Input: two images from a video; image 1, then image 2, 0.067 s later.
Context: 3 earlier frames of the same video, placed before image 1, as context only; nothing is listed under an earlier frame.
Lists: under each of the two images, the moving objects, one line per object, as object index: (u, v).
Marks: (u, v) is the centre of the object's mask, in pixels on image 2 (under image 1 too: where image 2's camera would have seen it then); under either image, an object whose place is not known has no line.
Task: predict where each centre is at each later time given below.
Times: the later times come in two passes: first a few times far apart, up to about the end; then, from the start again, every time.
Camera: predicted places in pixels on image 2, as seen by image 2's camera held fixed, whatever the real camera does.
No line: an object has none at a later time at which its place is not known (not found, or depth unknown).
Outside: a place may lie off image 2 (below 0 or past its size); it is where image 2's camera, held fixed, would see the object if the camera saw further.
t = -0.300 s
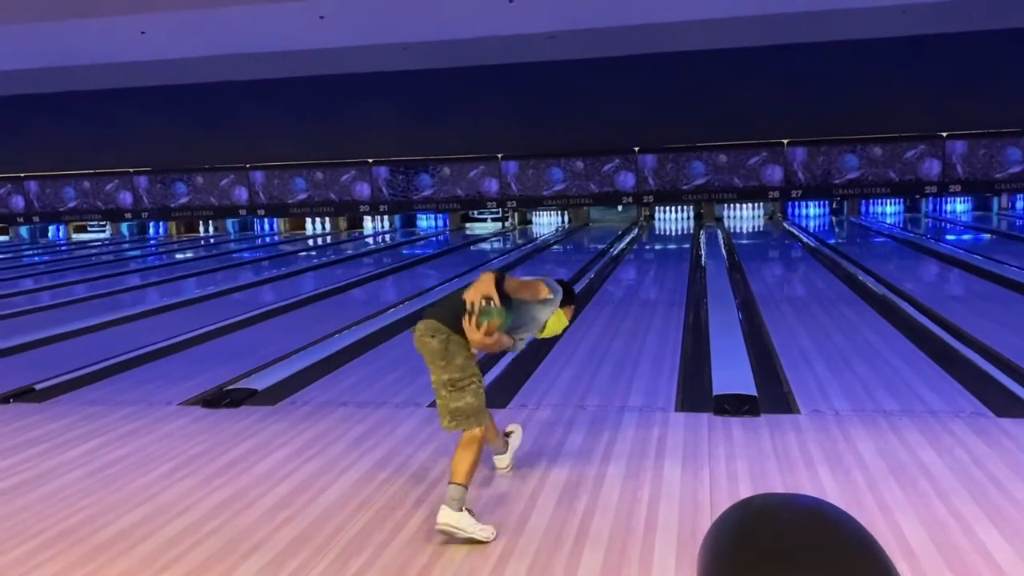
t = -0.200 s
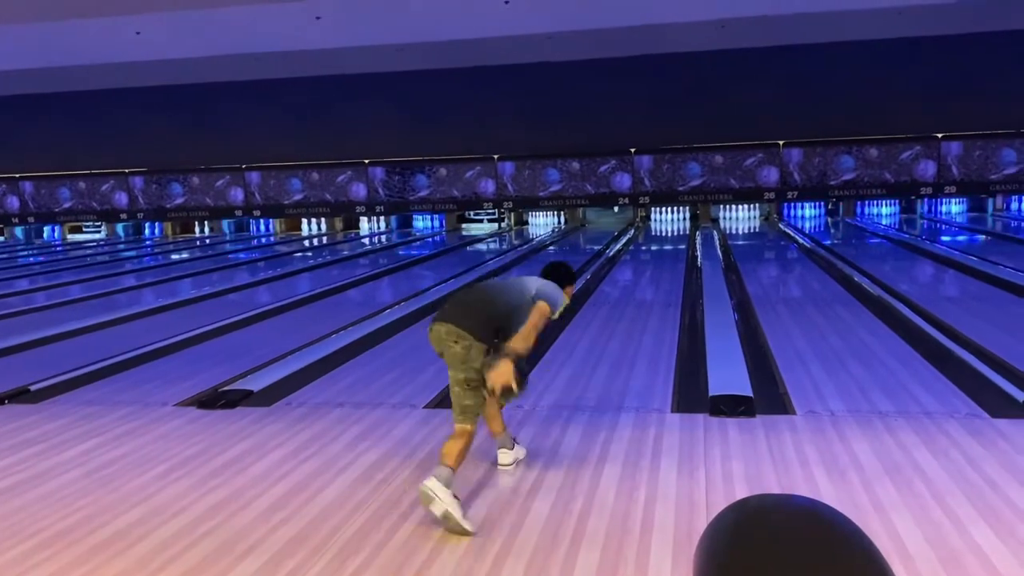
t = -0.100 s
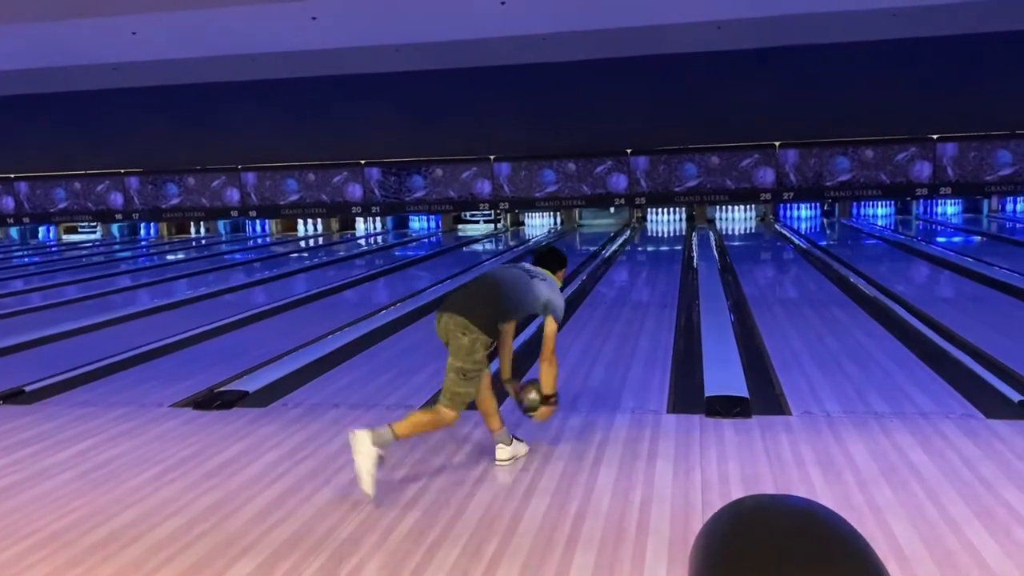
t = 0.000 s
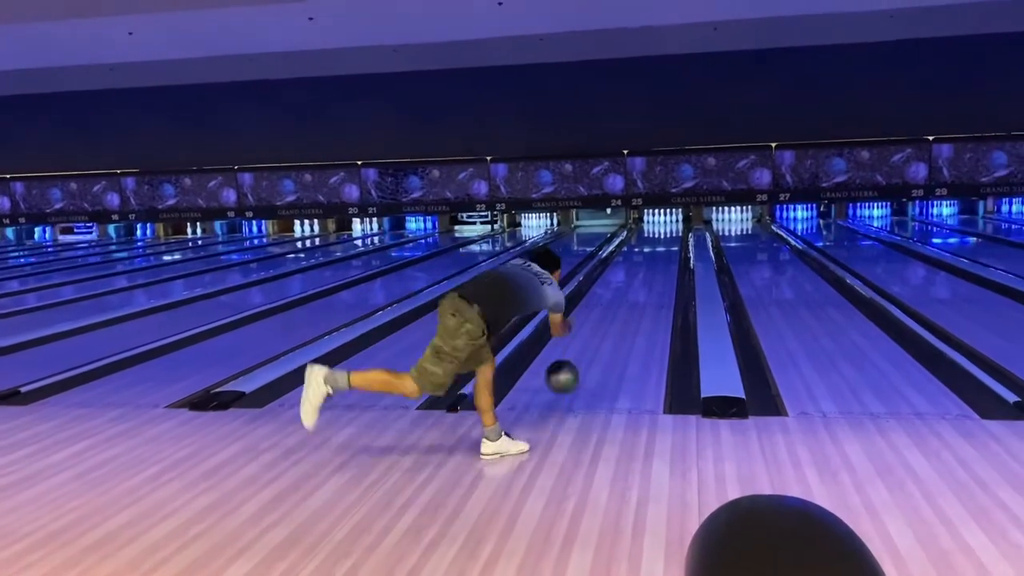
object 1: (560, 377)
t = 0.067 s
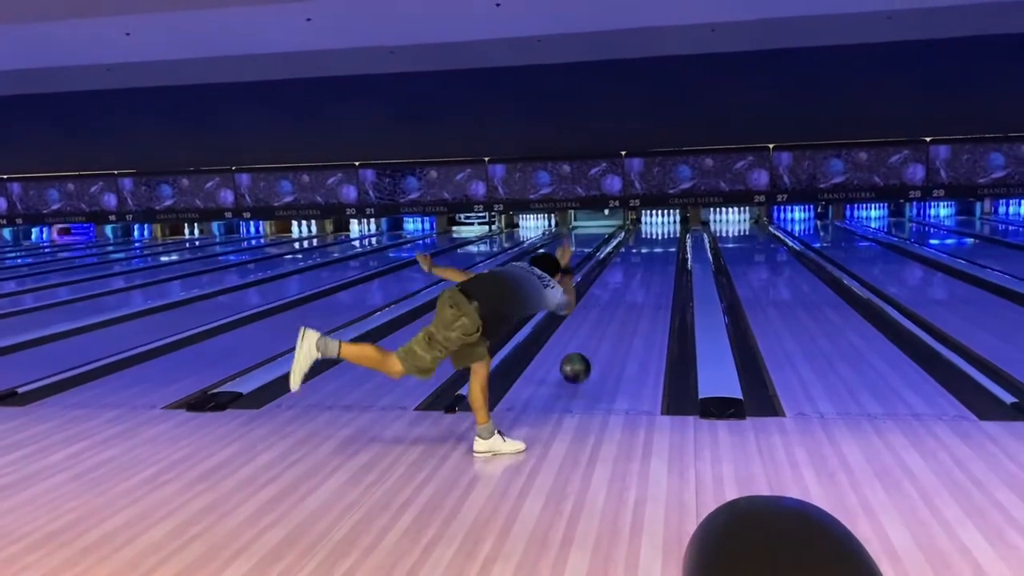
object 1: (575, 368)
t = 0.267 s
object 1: (608, 336)
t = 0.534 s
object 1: (634, 300)
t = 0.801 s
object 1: (649, 277)
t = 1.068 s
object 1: (658, 259)
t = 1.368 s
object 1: (665, 247)
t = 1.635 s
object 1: (667, 240)
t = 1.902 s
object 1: (665, 233)
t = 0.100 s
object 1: (582, 367)
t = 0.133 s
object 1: (588, 362)
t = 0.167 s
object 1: (594, 354)
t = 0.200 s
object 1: (599, 347)
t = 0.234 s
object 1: (604, 342)
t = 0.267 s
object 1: (608, 336)
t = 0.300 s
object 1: (612, 330)
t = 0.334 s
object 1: (616, 324)
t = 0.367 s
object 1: (620, 320)
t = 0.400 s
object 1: (623, 315)
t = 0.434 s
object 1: (626, 311)
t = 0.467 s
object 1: (629, 306)
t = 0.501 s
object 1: (631, 303)
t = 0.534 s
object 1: (634, 300)
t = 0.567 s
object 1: (637, 296)
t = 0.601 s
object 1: (638, 292)
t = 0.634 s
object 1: (640, 289)
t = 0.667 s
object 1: (642, 287)
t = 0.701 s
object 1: (644, 284)
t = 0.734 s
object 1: (646, 281)
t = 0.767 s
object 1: (647, 279)
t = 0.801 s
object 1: (649, 277)
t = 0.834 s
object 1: (651, 274)
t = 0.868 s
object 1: (652, 271)
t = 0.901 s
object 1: (653, 269)
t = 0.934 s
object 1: (654, 269)
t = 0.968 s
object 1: (656, 266)
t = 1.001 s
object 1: (657, 263)
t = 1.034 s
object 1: (658, 260)
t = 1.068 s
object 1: (658, 259)
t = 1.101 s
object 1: (659, 258)
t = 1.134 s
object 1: (660, 257)
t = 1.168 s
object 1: (661, 253)
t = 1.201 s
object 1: (662, 252)
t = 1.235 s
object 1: (662, 251)
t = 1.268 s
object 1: (663, 251)
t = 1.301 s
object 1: (664, 250)
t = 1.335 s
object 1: (664, 250)
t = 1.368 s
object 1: (665, 247)
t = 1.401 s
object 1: (665, 246)
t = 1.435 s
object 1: (665, 245)
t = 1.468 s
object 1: (666, 245)
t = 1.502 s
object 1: (667, 243)
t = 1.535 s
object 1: (666, 242)
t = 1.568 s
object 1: (666, 241)
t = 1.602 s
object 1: (667, 240)
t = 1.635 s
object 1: (667, 240)
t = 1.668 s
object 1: (667, 239)
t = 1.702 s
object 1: (667, 237)
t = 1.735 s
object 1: (667, 236)
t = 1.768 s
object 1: (667, 235)
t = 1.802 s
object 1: (666, 235)
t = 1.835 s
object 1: (666, 235)
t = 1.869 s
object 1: (666, 233)
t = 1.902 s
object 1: (665, 233)
